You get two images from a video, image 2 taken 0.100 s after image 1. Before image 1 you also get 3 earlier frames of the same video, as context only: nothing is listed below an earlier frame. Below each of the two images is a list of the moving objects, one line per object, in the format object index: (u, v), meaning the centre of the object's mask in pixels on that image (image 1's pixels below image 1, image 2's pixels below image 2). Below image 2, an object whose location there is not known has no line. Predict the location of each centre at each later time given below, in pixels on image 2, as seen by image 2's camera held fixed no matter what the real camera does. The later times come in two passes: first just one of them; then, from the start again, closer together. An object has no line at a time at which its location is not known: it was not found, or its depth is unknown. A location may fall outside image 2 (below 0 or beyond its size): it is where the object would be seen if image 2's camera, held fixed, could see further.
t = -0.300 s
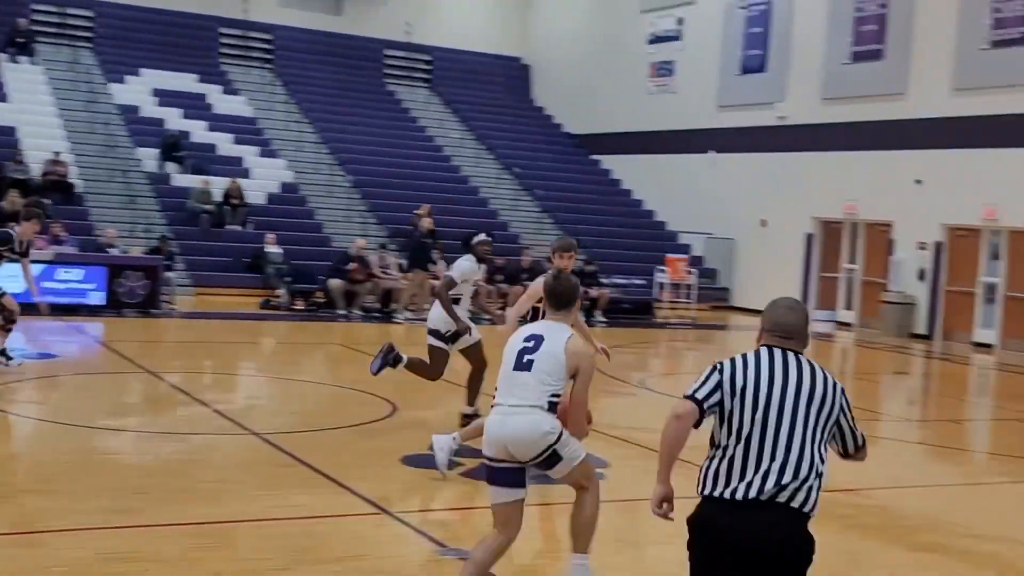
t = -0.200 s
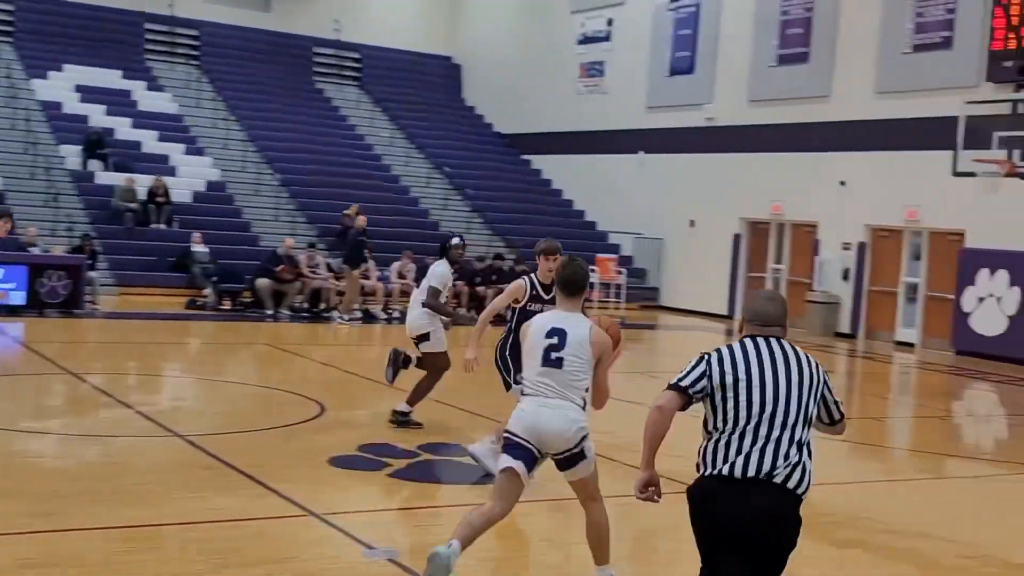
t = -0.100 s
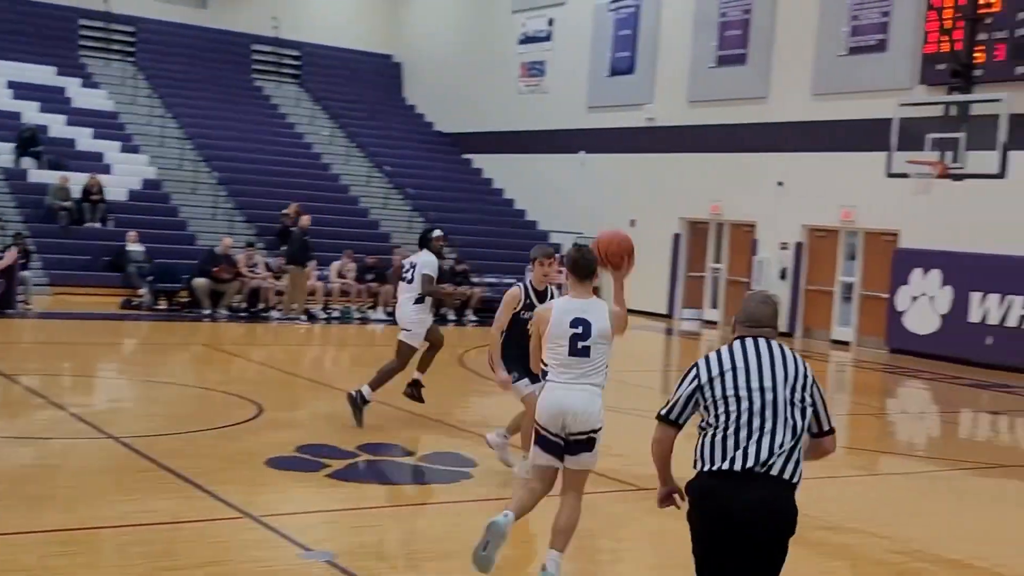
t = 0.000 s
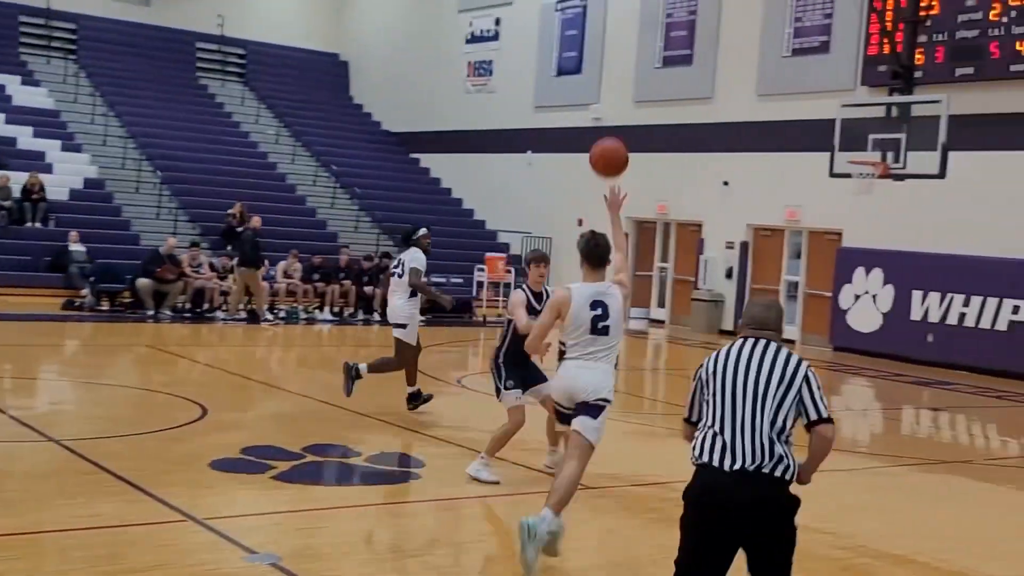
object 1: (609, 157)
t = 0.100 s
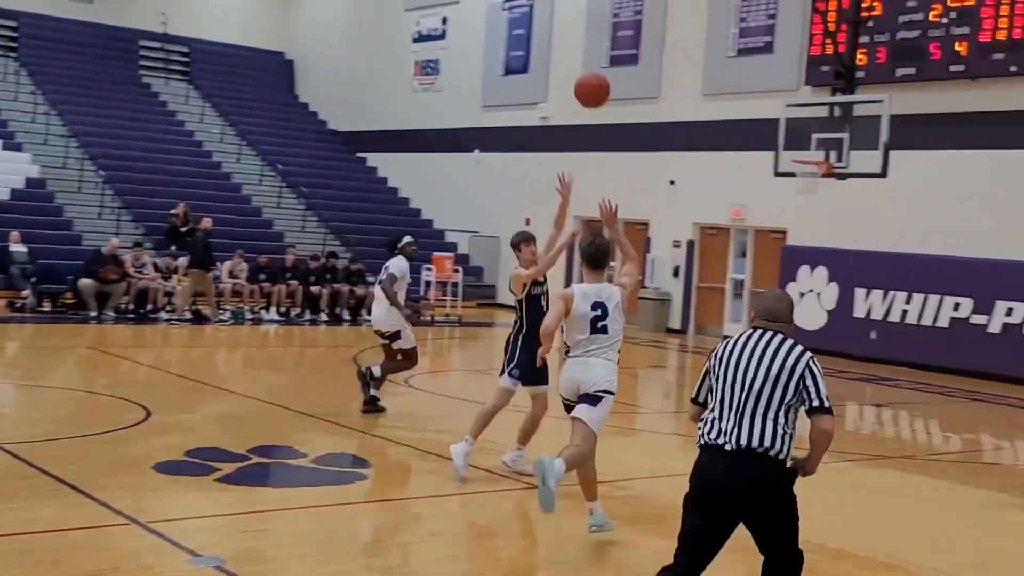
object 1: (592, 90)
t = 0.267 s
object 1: (631, 25)
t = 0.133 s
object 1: (602, 72)
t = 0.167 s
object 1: (610, 57)
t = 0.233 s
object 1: (624, 34)
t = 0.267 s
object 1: (631, 25)
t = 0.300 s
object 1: (637, 19)
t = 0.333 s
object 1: (643, 14)
